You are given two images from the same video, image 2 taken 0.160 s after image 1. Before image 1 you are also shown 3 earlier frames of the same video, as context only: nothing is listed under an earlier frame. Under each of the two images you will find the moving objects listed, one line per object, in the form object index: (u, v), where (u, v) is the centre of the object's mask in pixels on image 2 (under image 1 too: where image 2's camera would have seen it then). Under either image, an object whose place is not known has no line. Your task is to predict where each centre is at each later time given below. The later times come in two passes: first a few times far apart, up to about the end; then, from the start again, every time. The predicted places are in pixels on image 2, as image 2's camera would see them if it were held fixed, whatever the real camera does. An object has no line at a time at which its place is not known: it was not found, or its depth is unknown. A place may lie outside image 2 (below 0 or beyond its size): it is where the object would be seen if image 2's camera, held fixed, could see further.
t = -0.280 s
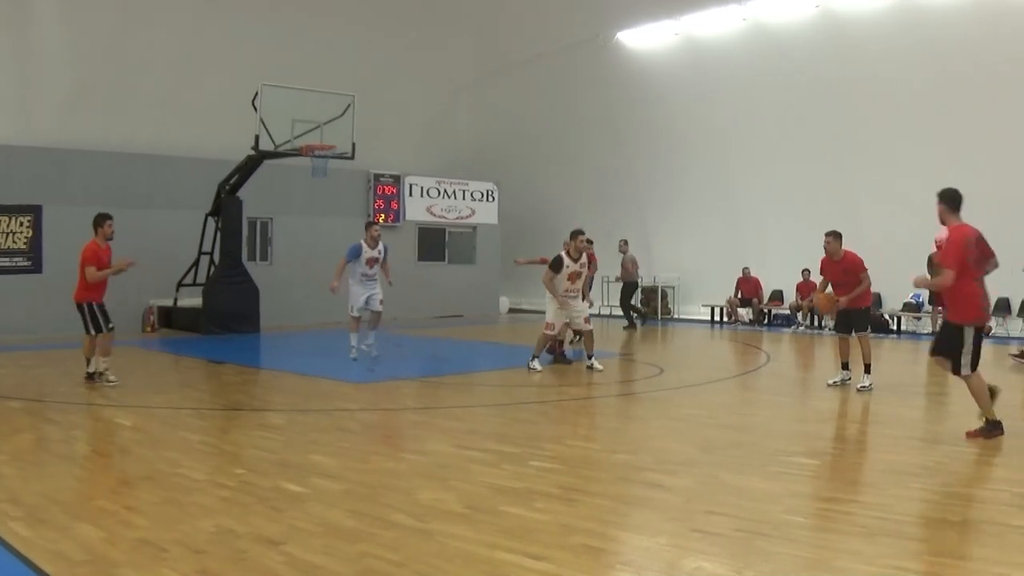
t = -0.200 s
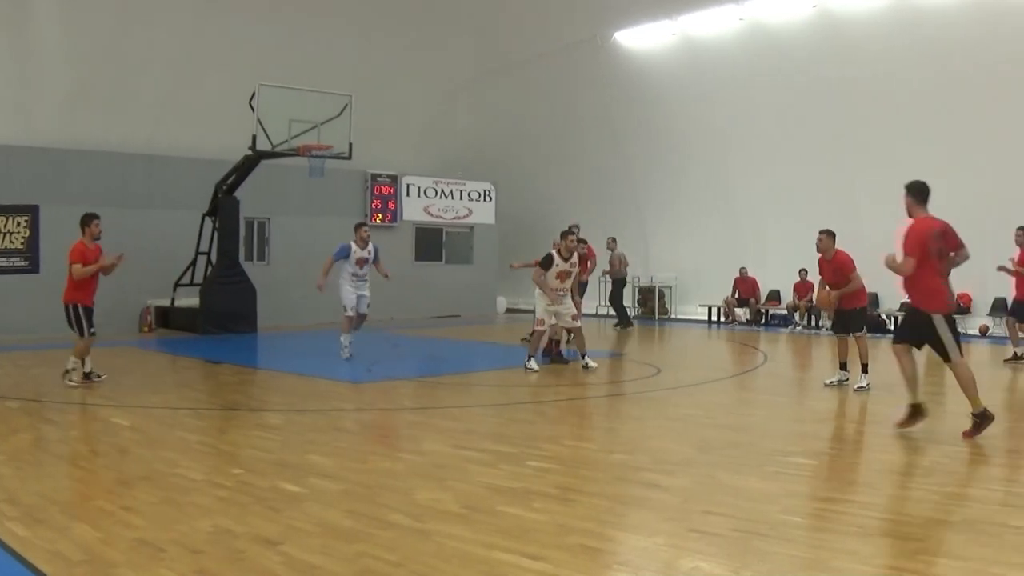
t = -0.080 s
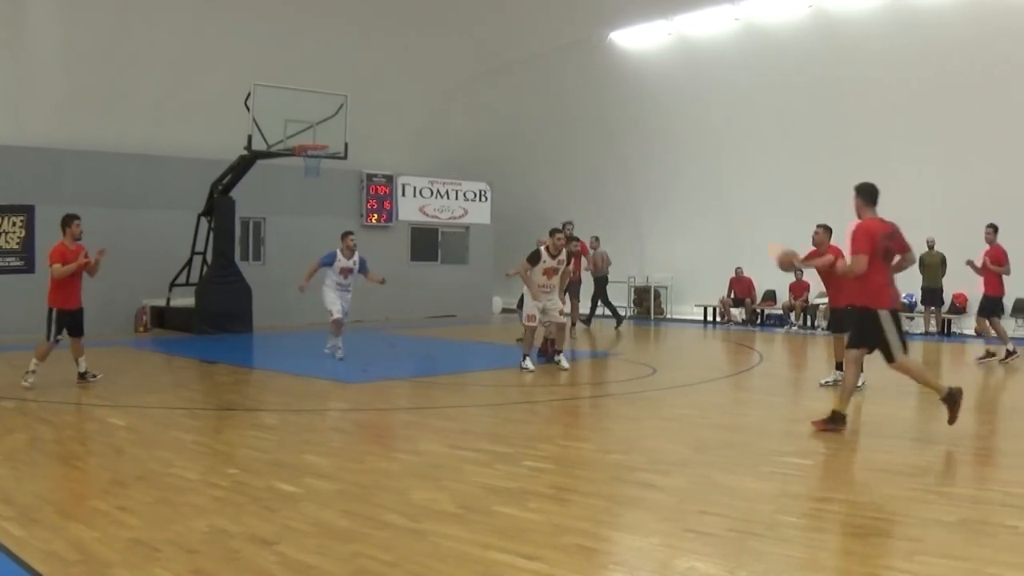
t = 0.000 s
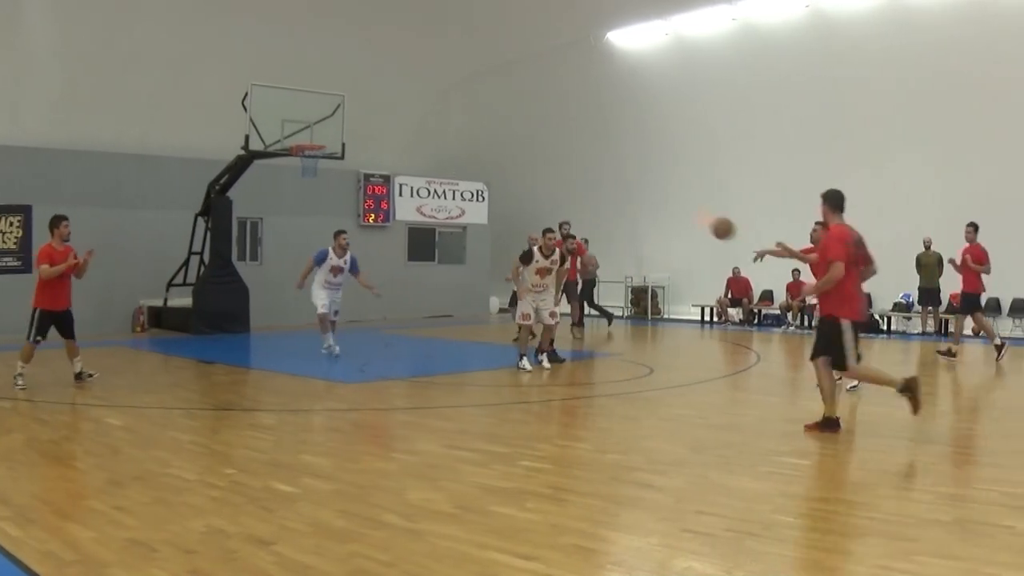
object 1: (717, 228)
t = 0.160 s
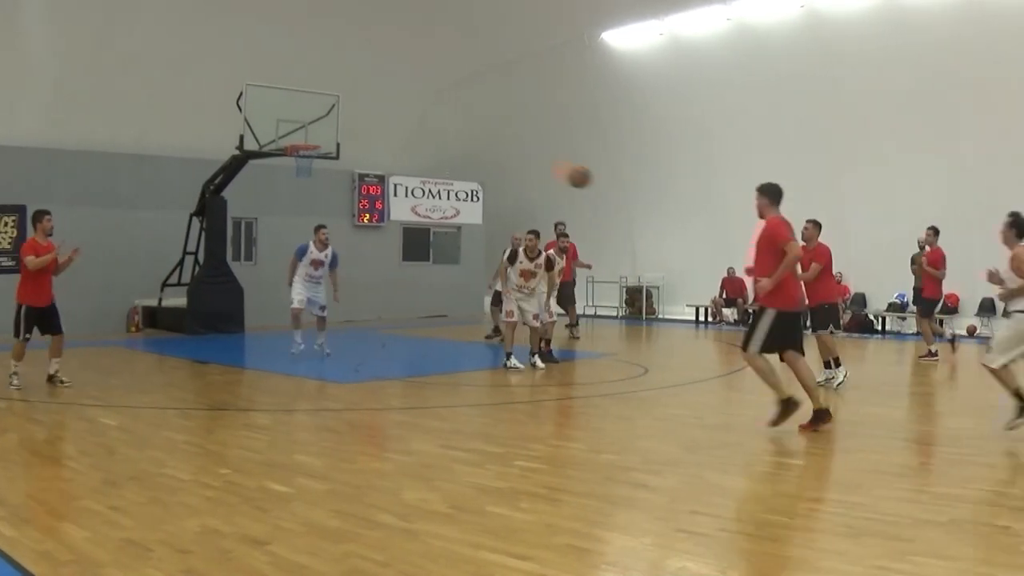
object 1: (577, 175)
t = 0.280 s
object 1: (470, 151)
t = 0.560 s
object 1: (232, 149)
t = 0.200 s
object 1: (541, 166)
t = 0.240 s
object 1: (506, 158)
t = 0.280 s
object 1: (470, 151)
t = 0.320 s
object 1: (436, 146)
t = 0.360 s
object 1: (401, 143)
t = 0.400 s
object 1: (366, 141)
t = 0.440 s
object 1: (333, 140)
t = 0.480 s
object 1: (299, 142)
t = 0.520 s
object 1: (267, 144)
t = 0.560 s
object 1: (232, 149)
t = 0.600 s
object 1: (198, 155)
